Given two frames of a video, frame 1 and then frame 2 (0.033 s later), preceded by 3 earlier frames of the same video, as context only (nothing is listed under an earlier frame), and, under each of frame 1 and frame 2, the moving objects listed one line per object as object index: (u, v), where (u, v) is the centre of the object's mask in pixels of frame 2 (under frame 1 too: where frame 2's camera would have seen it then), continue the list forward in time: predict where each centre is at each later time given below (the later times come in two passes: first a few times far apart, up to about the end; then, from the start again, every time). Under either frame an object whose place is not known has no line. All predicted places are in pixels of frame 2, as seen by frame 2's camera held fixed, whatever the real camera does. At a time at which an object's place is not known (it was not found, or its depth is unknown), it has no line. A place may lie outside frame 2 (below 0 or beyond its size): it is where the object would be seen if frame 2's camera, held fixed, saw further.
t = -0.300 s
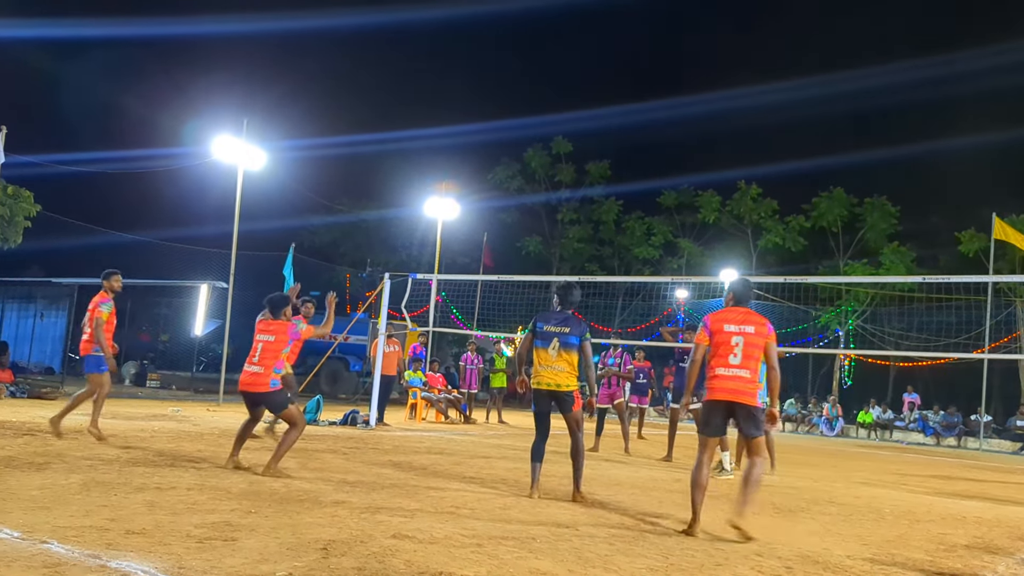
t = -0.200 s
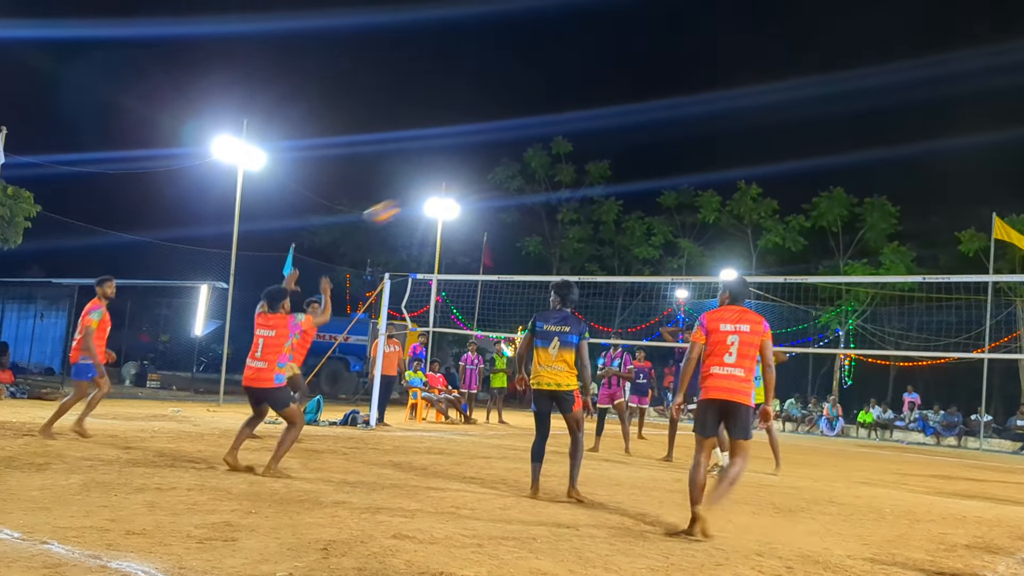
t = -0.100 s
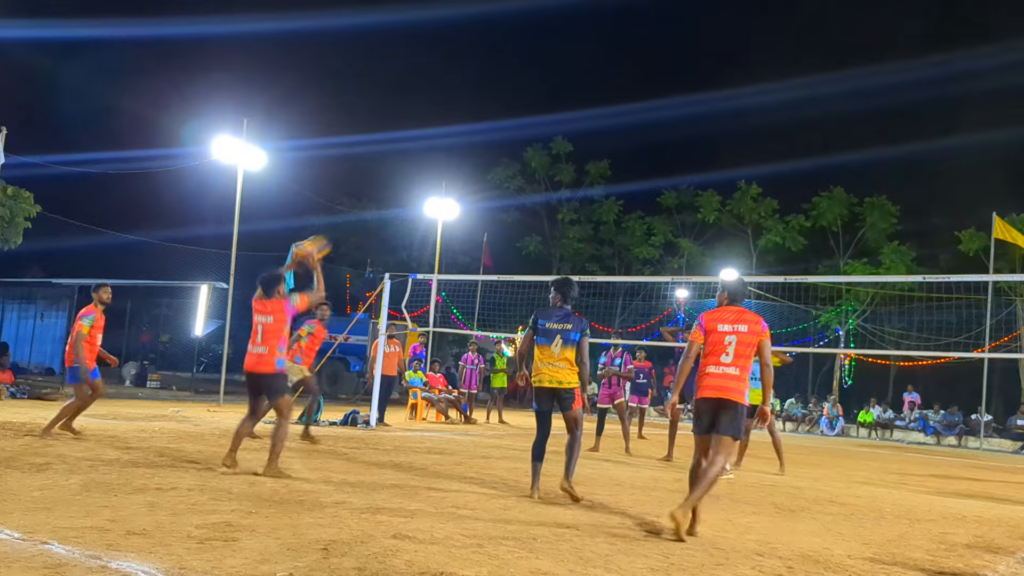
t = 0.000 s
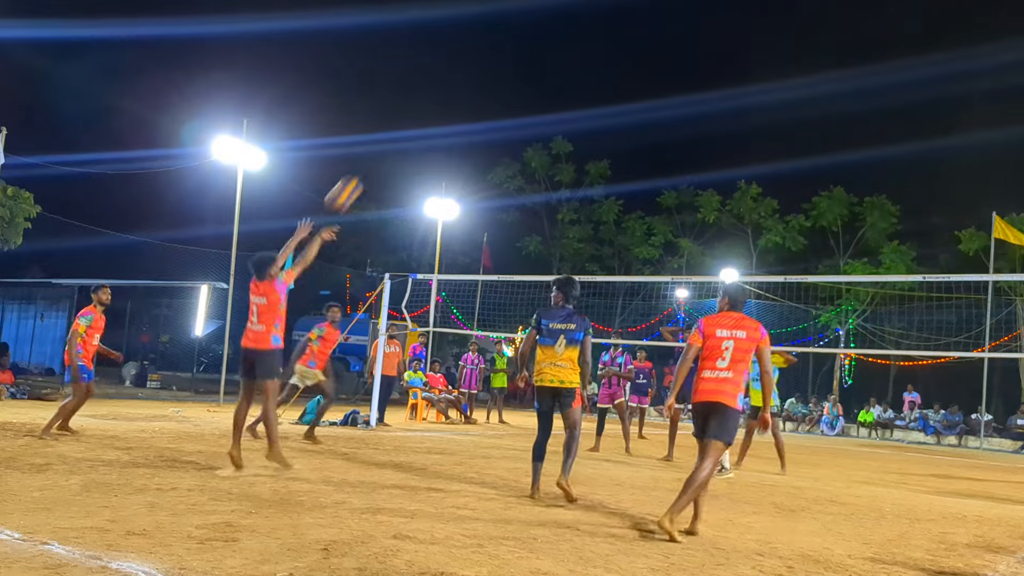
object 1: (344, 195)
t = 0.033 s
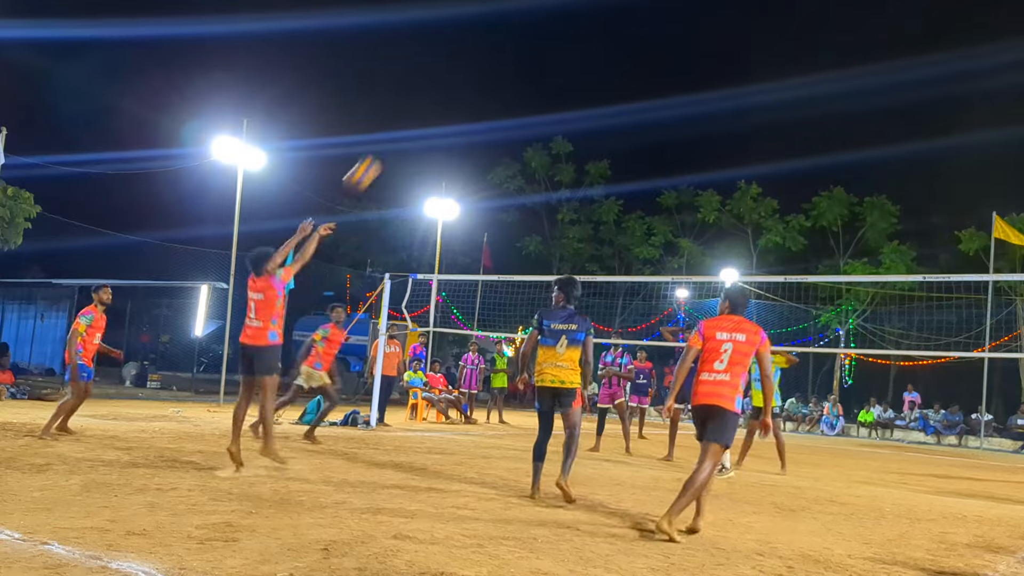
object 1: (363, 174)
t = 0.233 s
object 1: (461, 82)
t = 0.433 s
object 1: (543, 37)
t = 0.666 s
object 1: (623, 36)
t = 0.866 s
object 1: (682, 72)
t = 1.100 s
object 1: (742, 153)
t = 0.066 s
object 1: (381, 154)
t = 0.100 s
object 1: (398, 136)
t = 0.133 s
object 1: (415, 121)
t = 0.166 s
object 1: (431, 107)
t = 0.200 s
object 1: (447, 93)
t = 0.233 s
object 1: (461, 82)
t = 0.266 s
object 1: (477, 71)
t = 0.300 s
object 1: (490, 62)
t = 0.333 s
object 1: (504, 54)
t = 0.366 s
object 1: (517, 47)
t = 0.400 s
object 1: (530, 41)
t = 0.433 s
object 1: (543, 37)
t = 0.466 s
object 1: (555, 33)
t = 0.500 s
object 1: (567, 31)
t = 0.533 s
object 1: (579, 31)
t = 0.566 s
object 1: (590, 30)
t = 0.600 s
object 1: (601, 31)
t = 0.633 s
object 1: (612, 33)
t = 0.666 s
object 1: (623, 36)
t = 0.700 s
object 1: (633, 40)
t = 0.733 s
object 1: (643, 45)
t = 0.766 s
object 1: (653, 50)
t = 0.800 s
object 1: (663, 57)
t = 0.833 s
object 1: (672, 64)
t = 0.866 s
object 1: (682, 72)
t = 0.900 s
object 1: (690, 81)
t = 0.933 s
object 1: (699, 91)
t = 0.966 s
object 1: (708, 102)
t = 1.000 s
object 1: (717, 114)
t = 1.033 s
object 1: (725, 126)
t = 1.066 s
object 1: (734, 139)
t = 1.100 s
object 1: (742, 153)
